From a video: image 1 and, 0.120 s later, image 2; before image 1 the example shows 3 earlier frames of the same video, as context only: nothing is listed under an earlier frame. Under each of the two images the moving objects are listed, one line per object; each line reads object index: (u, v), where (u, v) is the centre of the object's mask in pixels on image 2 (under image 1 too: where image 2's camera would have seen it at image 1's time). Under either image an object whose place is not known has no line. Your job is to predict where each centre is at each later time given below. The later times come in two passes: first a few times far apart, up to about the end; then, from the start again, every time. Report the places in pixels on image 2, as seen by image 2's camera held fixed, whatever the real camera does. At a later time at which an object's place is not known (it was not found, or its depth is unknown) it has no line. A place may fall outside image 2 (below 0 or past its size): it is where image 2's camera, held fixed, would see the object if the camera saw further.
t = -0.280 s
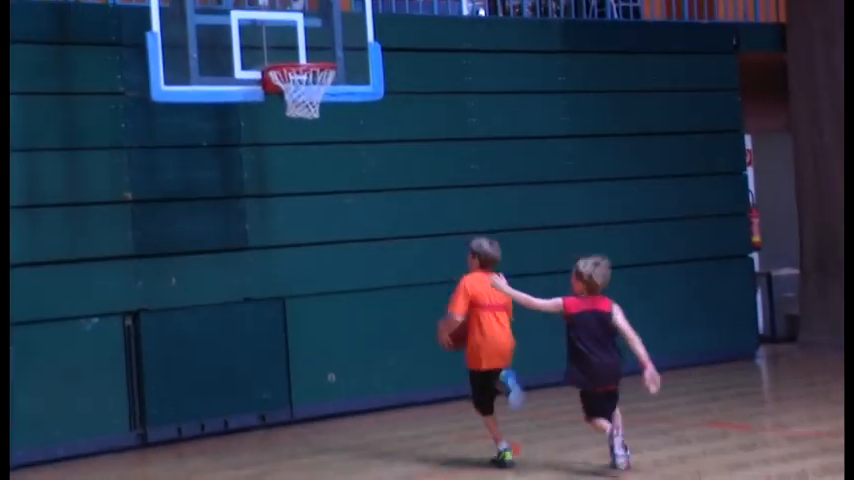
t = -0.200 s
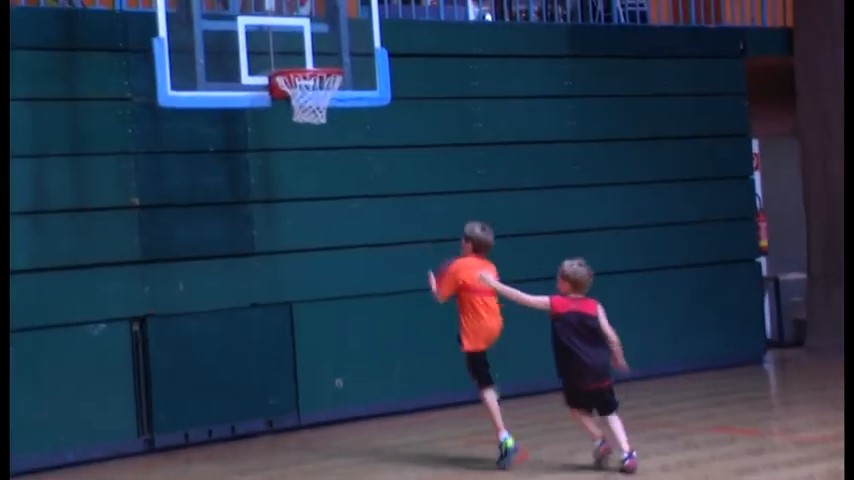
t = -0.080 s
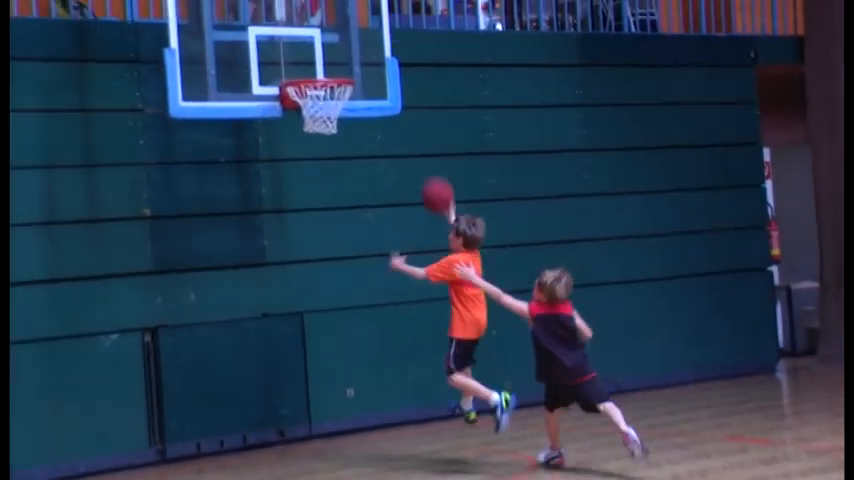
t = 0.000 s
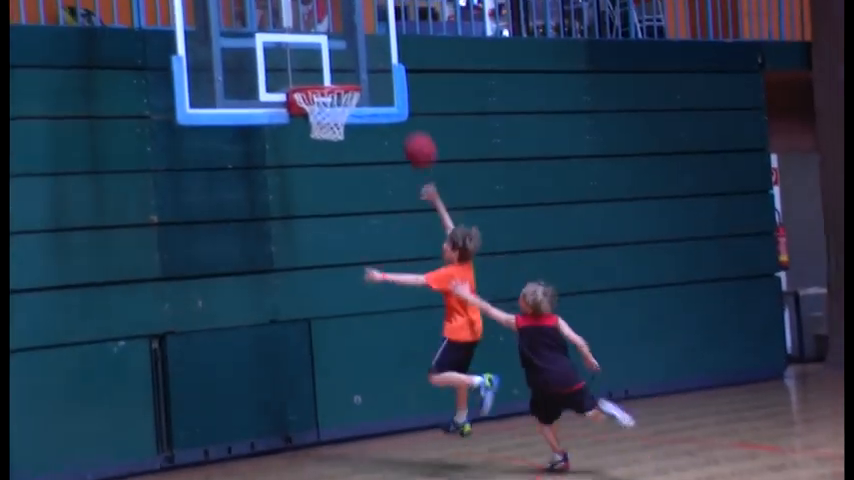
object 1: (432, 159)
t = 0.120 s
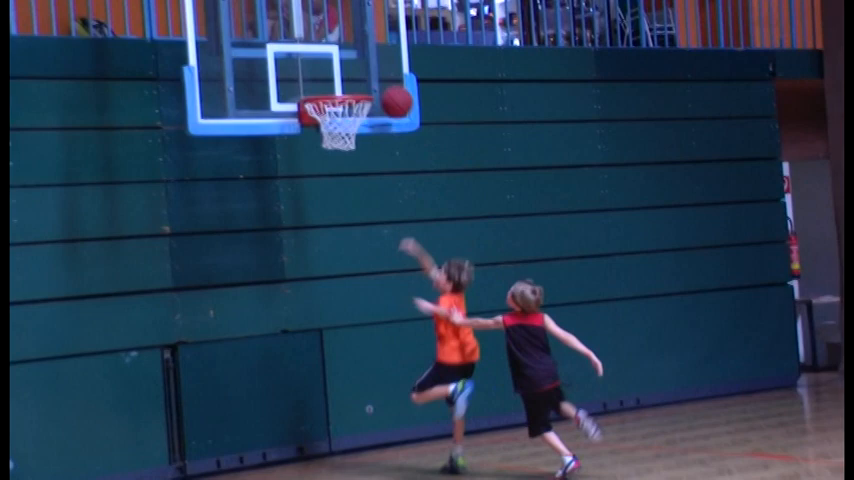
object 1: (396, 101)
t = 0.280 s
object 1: (379, 60)
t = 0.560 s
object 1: (387, 78)
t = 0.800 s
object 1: (402, 189)
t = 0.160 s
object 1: (386, 88)
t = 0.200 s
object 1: (378, 76)
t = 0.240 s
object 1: (379, 68)
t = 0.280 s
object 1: (379, 60)
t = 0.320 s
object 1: (380, 56)
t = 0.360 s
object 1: (379, 54)
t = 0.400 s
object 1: (381, 55)
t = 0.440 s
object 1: (383, 57)
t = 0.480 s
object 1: (384, 61)
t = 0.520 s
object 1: (385, 68)
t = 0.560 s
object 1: (387, 78)
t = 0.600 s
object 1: (389, 90)
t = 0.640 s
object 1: (391, 104)
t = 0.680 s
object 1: (393, 122)
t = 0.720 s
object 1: (396, 143)
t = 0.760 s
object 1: (398, 163)
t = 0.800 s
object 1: (402, 189)
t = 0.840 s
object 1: (405, 216)
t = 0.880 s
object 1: (409, 247)
